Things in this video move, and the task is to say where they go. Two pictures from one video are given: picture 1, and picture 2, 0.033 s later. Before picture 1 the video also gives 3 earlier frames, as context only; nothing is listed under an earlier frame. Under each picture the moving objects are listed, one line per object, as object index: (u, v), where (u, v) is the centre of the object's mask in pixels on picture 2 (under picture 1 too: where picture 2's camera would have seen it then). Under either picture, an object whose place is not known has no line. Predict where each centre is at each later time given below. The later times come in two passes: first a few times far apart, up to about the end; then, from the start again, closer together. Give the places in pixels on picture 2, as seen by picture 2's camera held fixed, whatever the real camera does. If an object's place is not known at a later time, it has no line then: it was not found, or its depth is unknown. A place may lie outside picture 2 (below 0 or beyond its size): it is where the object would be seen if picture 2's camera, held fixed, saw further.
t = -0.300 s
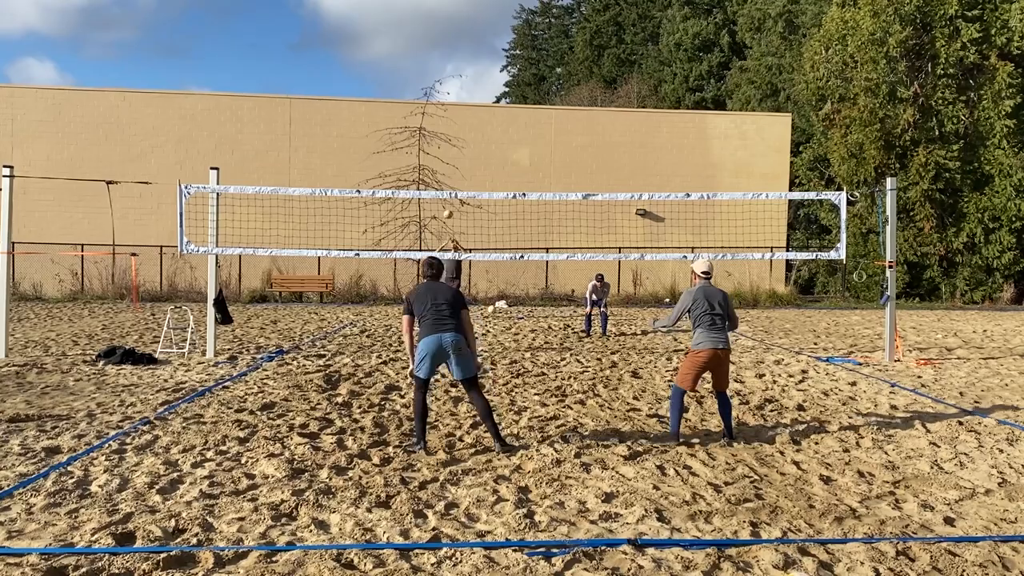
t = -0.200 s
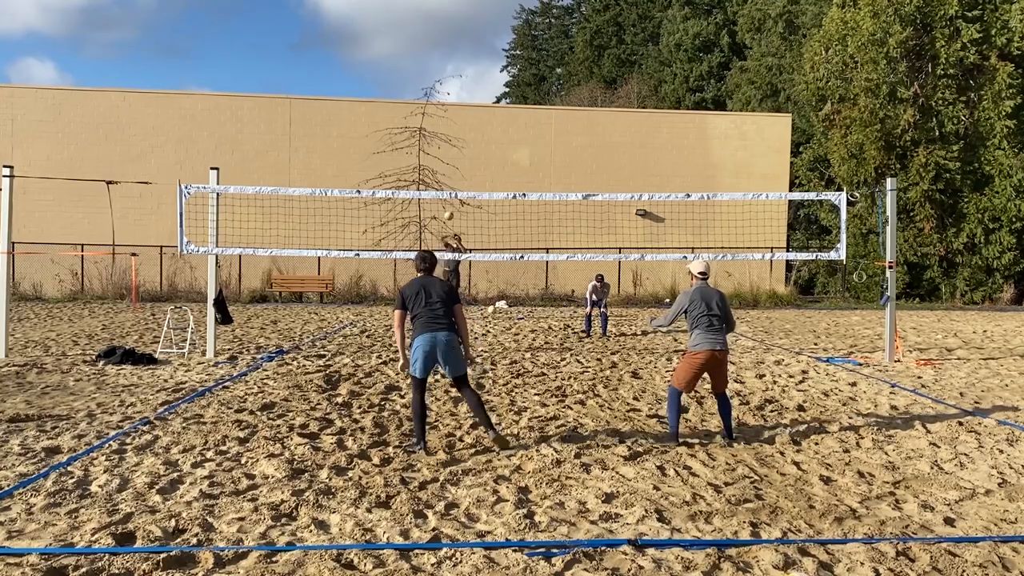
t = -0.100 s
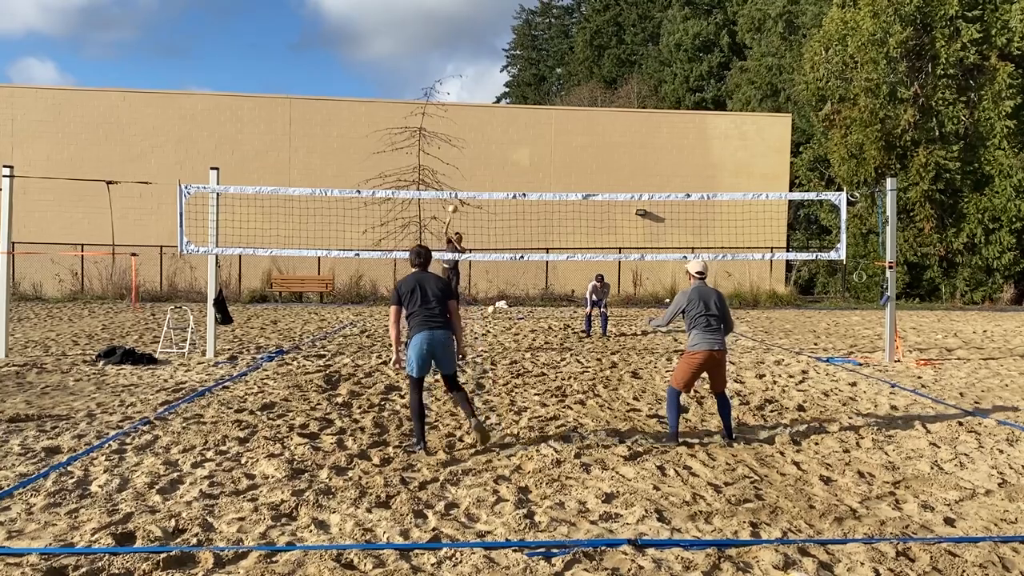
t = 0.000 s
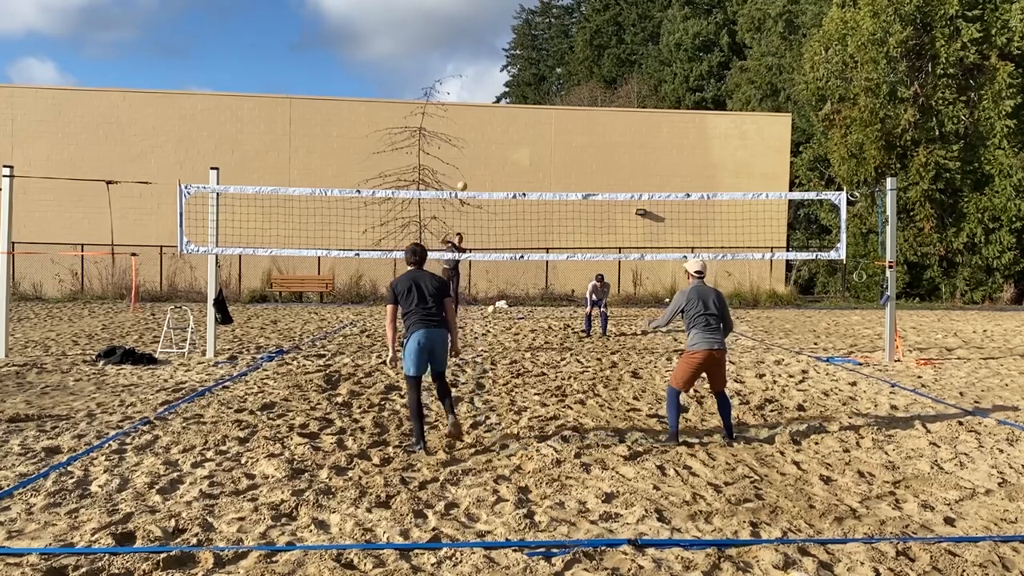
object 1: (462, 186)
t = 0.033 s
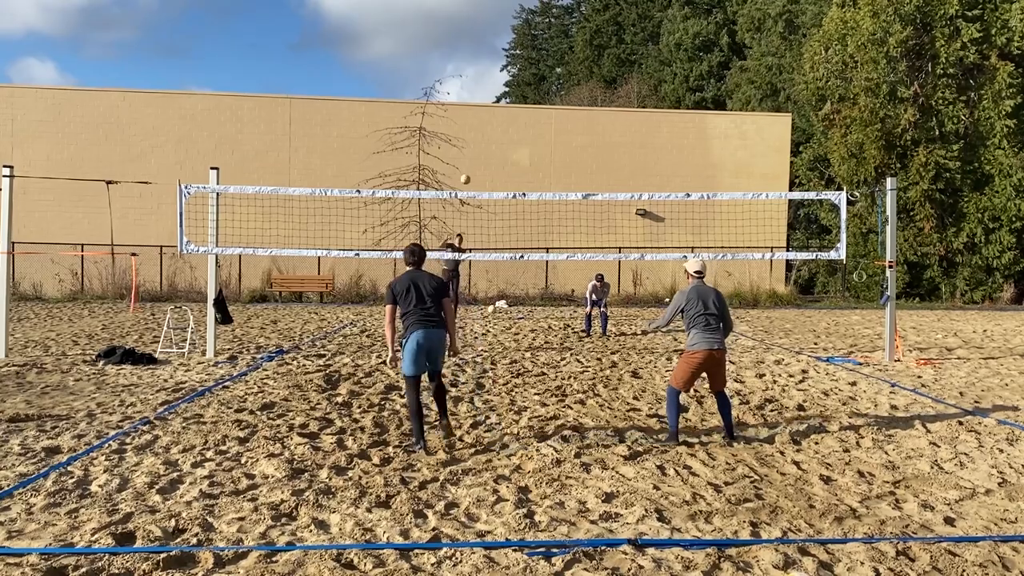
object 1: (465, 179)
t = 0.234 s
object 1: (485, 146)
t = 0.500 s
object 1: (520, 129)
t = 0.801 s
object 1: (574, 167)
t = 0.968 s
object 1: (616, 232)
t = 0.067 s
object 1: (468, 172)
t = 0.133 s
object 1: (474, 161)
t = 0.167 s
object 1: (478, 155)
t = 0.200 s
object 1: (481, 150)
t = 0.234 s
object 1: (485, 146)
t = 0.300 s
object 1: (492, 138)
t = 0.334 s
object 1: (497, 135)
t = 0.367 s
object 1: (501, 133)
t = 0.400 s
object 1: (505, 130)
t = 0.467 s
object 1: (515, 129)
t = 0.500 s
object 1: (520, 129)
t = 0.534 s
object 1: (525, 129)
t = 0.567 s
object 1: (530, 131)
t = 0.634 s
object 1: (541, 136)
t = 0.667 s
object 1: (547, 140)
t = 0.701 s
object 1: (553, 145)
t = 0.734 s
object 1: (560, 151)
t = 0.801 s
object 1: (574, 167)
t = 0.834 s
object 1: (581, 177)
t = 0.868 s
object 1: (590, 187)
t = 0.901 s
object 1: (598, 201)
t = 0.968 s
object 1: (616, 232)
